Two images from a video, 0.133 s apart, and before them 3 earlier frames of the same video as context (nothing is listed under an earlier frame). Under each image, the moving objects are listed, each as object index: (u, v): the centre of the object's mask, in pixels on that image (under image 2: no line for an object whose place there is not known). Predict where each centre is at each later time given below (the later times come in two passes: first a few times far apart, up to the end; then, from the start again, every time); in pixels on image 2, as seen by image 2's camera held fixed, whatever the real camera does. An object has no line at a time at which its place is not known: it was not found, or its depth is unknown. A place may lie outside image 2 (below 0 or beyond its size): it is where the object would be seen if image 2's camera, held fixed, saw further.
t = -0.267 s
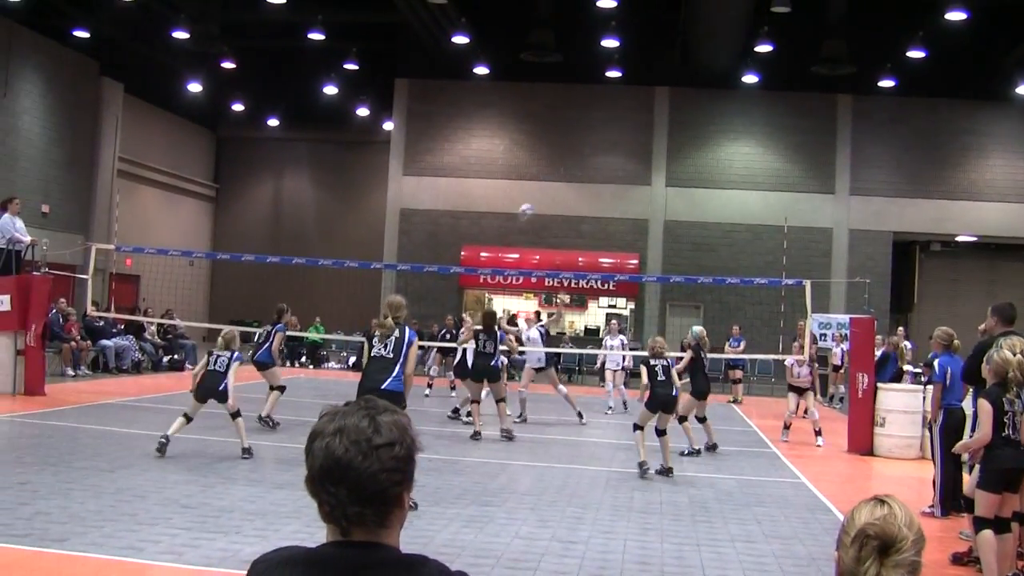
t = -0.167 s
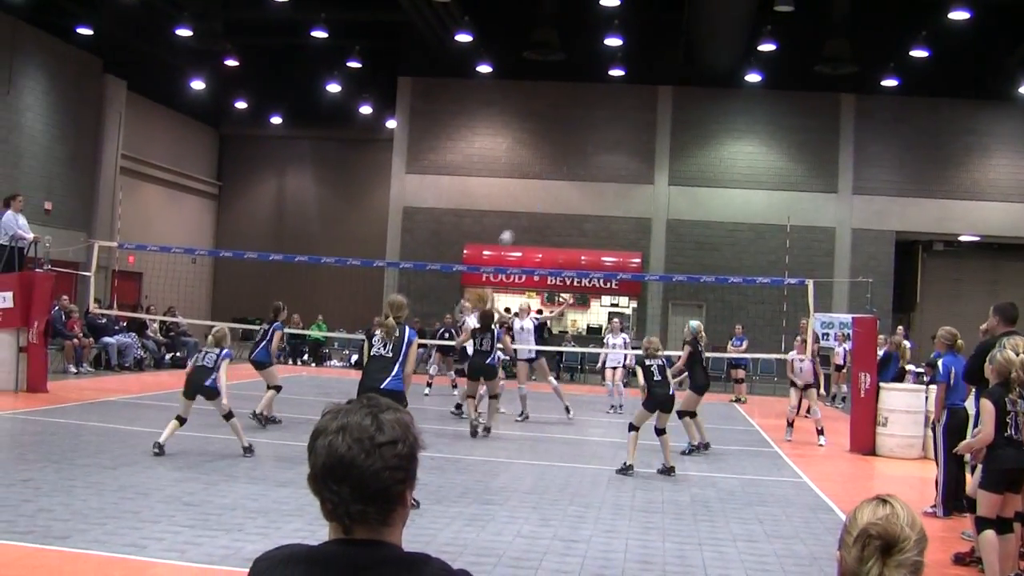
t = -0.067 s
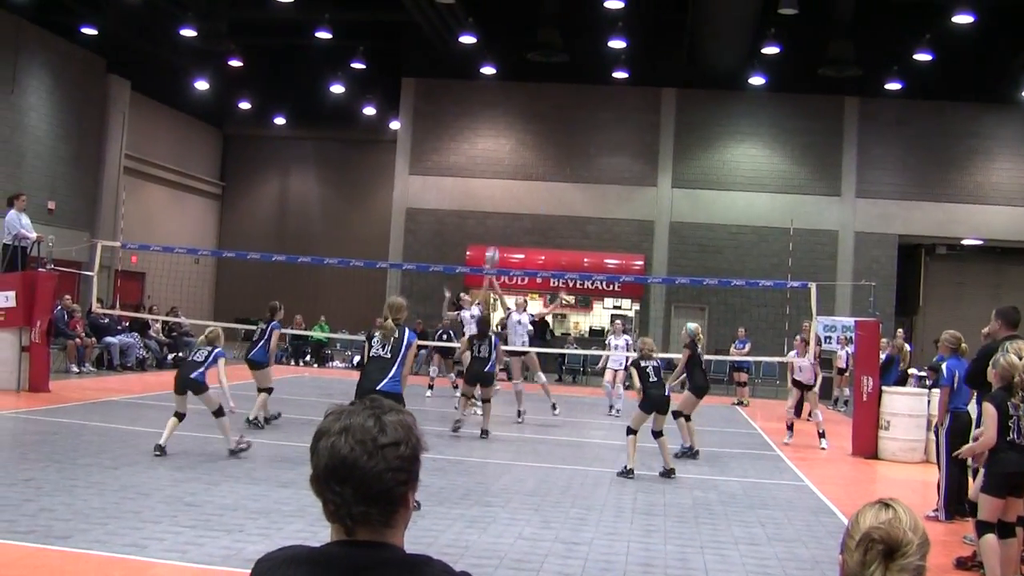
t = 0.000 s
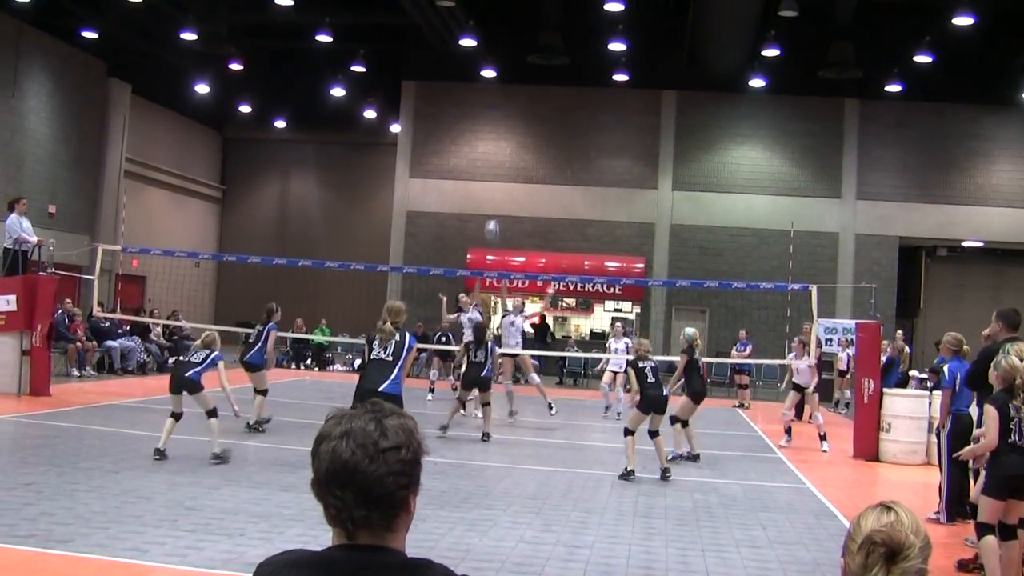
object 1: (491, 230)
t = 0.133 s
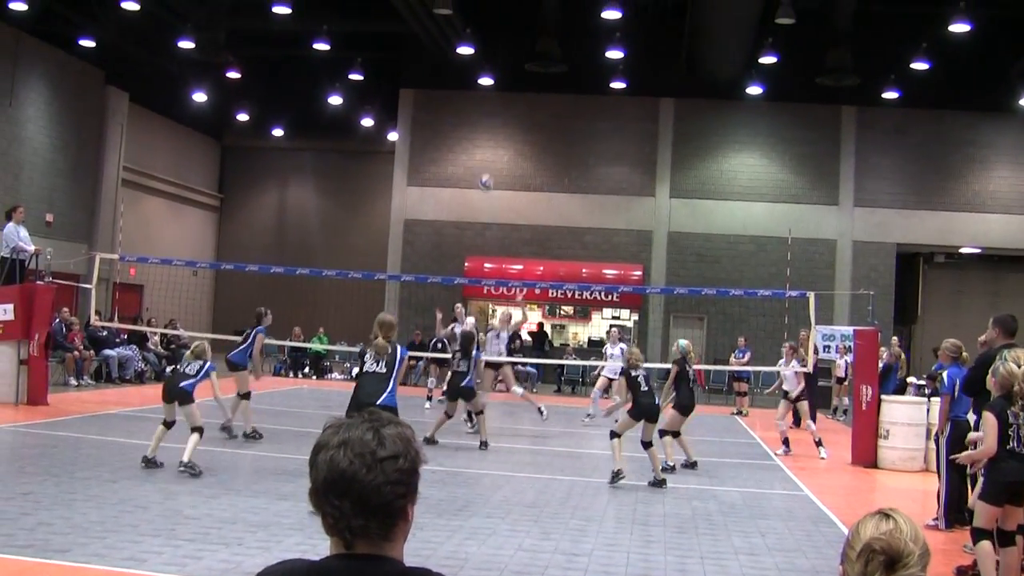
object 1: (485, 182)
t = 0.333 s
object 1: (479, 122)
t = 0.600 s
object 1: (467, 80)
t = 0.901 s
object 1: (450, 110)
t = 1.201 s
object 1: (423, 253)
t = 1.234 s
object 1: (419, 279)
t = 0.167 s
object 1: (485, 170)
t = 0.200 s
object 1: (483, 159)
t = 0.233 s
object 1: (482, 148)
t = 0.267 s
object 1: (481, 138)
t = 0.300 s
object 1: (480, 128)
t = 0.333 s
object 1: (479, 122)
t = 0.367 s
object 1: (478, 113)
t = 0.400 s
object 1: (476, 106)
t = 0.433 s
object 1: (475, 99)
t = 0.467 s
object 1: (474, 94)
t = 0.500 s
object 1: (472, 89)
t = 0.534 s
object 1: (470, 85)
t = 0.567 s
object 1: (469, 82)
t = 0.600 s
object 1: (467, 80)
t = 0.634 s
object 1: (465, 79)
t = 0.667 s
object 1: (463, 79)
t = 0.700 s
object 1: (461, 80)
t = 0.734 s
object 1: (460, 82)
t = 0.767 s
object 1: (457, 85)
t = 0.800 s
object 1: (455, 89)
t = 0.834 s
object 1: (453, 95)
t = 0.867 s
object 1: (452, 101)
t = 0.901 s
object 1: (450, 110)
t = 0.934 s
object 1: (447, 119)
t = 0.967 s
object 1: (446, 130)
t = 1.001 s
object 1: (443, 142)
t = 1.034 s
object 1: (439, 156)
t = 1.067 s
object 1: (436, 171)
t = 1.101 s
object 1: (433, 188)
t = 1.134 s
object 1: (430, 207)
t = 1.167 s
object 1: (426, 229)
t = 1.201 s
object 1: (423, 253)
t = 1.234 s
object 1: (419, 279)
